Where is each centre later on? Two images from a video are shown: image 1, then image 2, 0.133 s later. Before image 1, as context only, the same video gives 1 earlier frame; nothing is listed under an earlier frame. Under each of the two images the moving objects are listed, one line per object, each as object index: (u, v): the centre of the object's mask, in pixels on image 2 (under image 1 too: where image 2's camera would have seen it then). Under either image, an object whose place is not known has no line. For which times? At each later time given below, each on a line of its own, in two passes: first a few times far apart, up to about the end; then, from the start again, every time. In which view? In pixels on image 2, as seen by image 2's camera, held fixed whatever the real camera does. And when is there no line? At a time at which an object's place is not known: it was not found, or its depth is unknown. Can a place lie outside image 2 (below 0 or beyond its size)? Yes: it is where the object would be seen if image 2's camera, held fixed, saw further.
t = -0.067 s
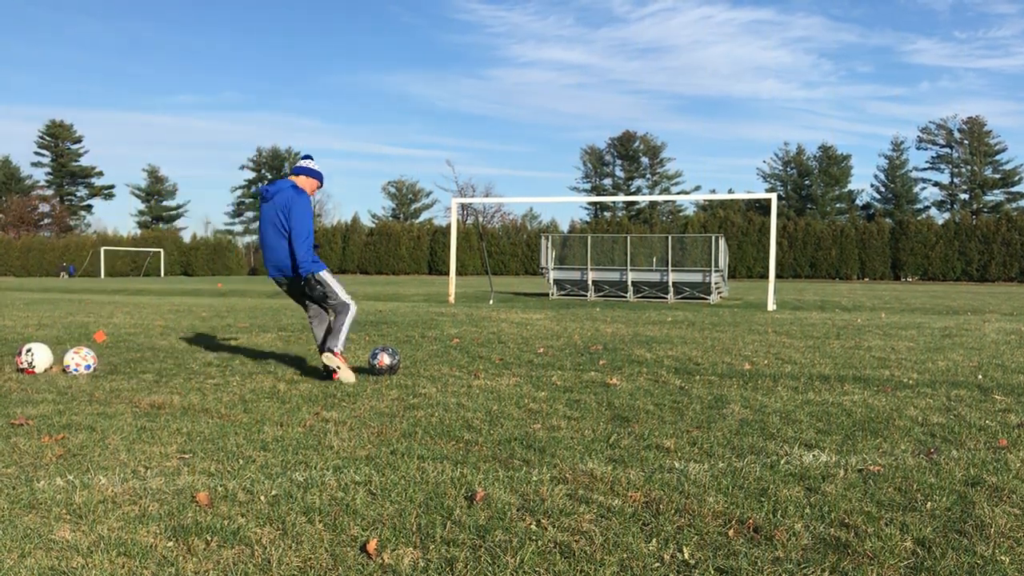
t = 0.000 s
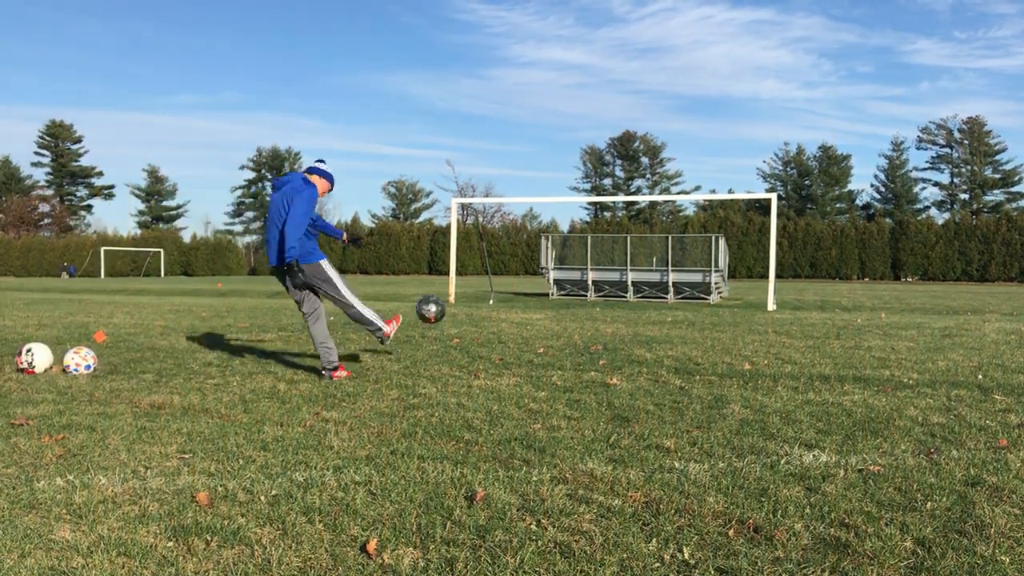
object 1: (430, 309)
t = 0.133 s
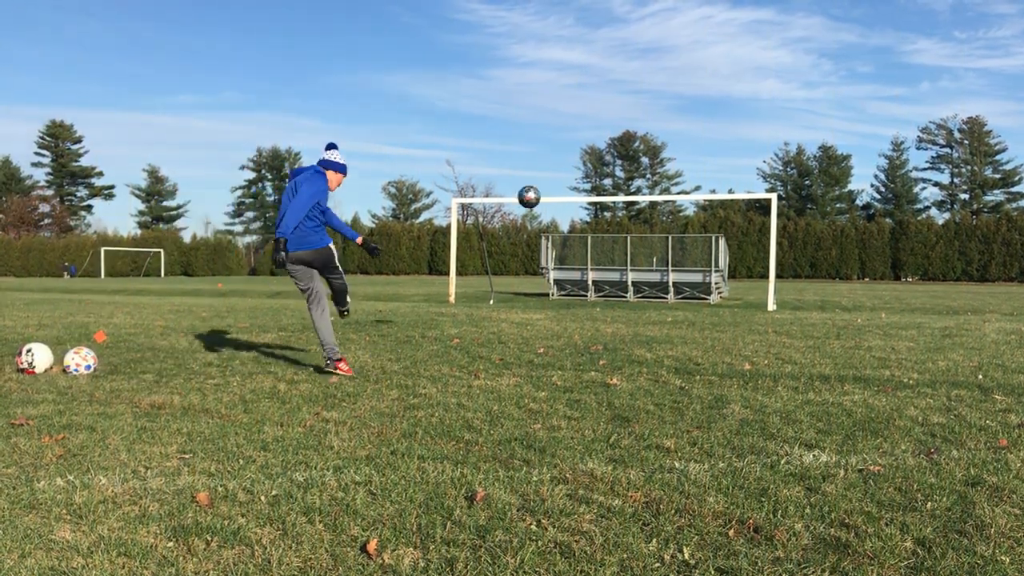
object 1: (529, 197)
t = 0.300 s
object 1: (605, 124)
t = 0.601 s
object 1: (683, 78)
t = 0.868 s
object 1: (723, 85)
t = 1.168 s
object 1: (753, 121)
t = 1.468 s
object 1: (770, 176)
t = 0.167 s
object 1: (547, 178)
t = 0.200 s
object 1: (564, 161)
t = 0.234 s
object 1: (579, 147)
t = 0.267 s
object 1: (592, 135)
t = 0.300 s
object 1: (605, 124)
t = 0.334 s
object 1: (616, 115)
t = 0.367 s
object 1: (627, 106)
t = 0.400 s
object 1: (637, 100)
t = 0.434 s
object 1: (646, 94)
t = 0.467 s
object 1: (655, 89)
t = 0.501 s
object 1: (662, 85)
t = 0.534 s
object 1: (670, 82)
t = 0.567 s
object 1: (677, 80)
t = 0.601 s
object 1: (683, 78)
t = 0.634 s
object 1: (689, 77)
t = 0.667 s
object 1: (695, 77)
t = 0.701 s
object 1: (700, 77)
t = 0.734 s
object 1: (705, 78)
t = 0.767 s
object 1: (710, 79)
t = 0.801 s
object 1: (715, 81)
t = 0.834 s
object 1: (719, 83)
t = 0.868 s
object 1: (723, 85)
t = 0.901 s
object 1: (727, 88)
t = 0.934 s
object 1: (731, 91)
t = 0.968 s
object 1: (735, 94)
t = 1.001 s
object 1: (738, 98)
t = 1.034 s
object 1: (741, 102)
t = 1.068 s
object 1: (744, 107)
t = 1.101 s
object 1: (747, 111)
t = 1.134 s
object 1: (750, 116)
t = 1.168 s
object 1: (753, 121)
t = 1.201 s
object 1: (755, 126)
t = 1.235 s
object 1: (758, 131)
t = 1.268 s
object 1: (760, 137)
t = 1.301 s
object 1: (763, 143)
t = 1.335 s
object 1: (765, 149)
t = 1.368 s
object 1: (767, 156)
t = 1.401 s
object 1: (768, 162)
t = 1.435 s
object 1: (769, 168)
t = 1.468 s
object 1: (770, 176)
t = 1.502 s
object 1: (774, 183)
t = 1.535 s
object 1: (776, 189)
